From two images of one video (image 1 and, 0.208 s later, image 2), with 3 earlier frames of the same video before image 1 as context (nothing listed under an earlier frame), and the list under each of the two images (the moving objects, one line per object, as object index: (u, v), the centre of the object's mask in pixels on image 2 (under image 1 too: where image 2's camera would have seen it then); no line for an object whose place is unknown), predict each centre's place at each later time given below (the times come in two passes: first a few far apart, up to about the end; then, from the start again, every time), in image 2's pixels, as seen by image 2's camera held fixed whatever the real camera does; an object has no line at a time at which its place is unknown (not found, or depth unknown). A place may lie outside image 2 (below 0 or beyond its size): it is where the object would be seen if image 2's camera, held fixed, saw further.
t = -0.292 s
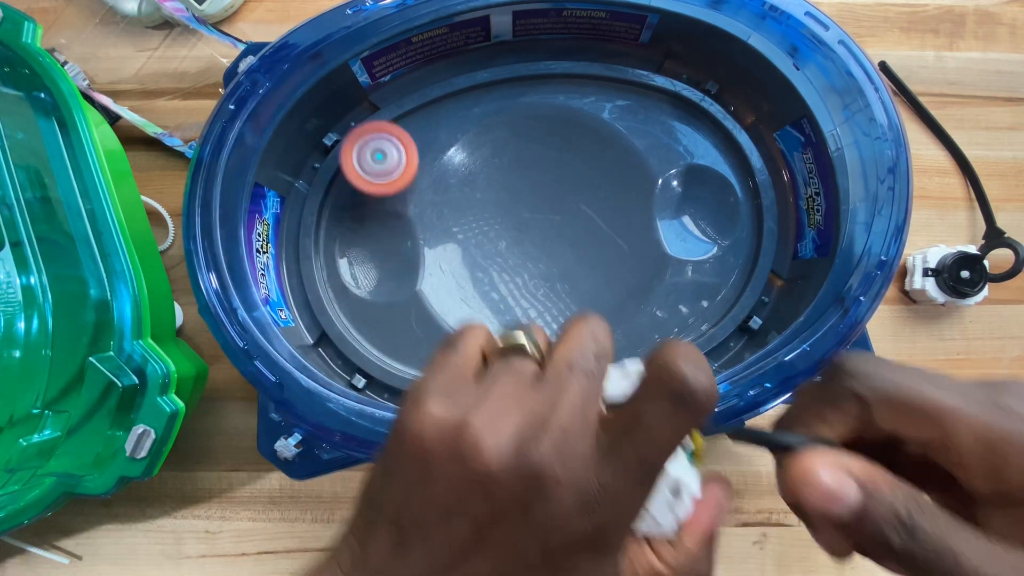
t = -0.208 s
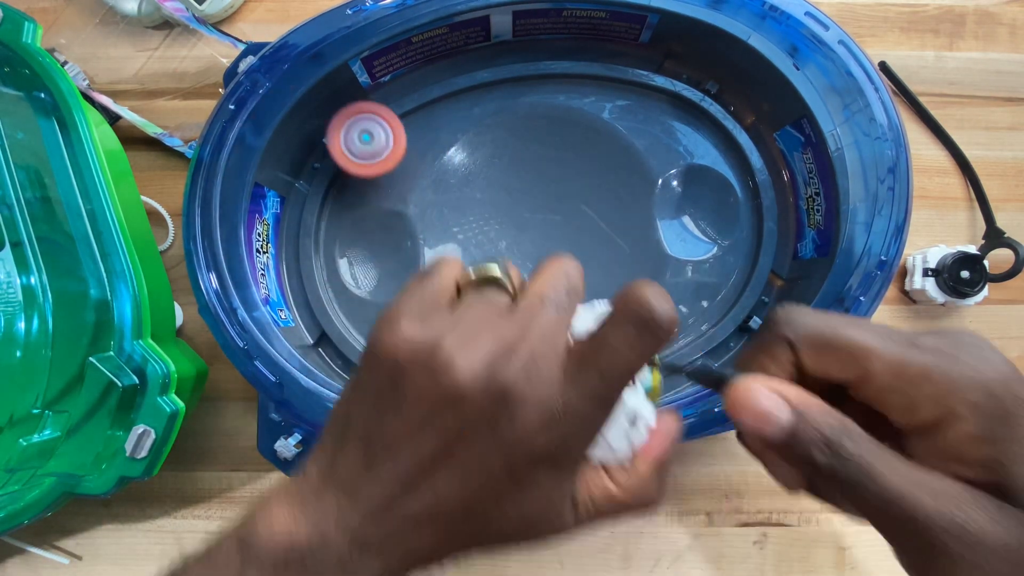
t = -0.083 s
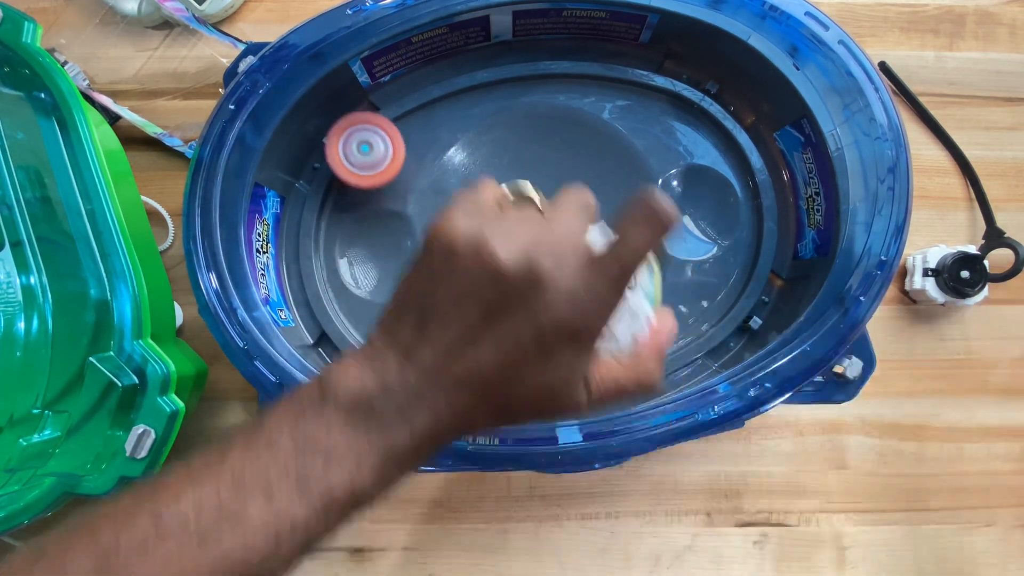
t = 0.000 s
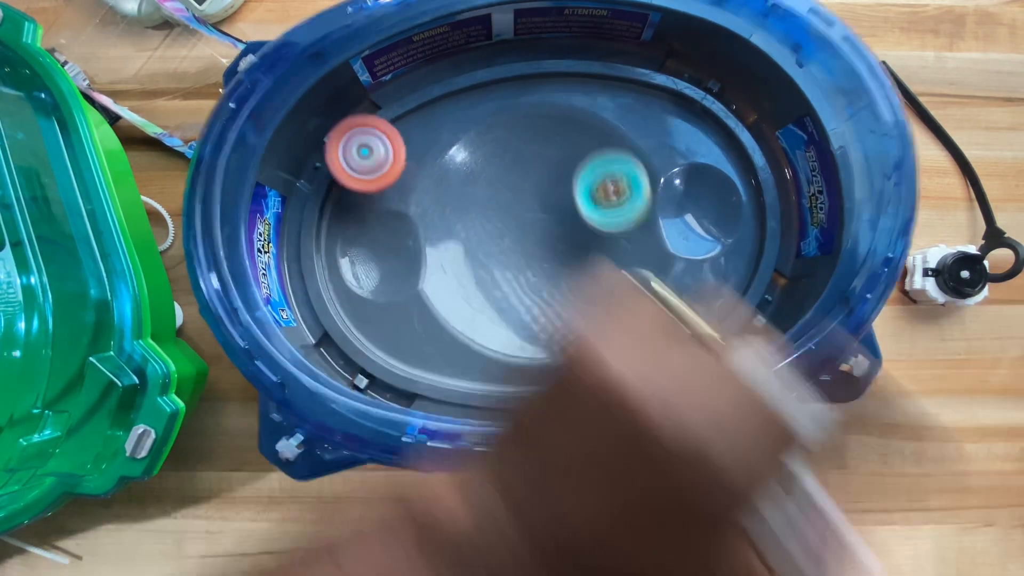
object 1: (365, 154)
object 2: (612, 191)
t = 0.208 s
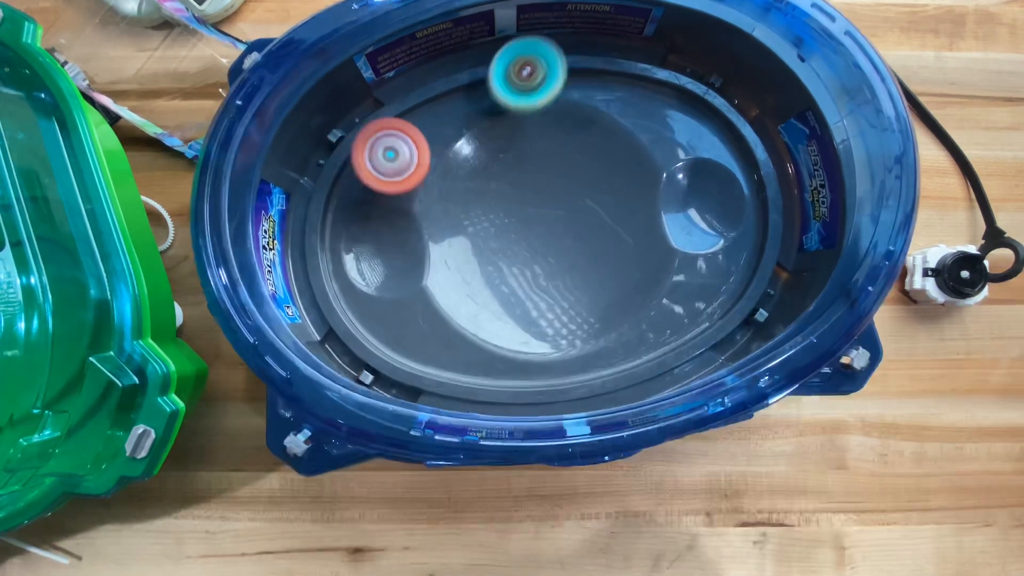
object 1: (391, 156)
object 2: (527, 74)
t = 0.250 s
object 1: (399, 157)
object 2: (510, 101)
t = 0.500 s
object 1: (489, 185)
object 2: (513, 357)
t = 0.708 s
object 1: (610, 230)
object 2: (590, 329)
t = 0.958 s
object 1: (655, 82)
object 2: (575, 247)
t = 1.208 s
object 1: (651, 110)
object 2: (511, 157)
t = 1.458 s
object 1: (698, 126)
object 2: (507, 231)
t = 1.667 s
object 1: (747, 134)
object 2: (557, 291)
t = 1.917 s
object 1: (753, 163)
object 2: (555, 187)
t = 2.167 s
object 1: (758, 177)
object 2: (486, 165)
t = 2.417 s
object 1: (645, 213)
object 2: (513, 279)
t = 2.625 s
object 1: (594, 158)
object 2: (498, 350)
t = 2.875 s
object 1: (489, 205)
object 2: (415, 357)
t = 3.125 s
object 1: (543, 319)
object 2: (370, 324)
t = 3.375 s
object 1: (640, 226)
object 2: (344, 291)
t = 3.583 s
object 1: (539, 147)
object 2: (369, 251)
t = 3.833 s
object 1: (510, 216)
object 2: (361, 255)
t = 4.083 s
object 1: (582, 238)
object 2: (419, 228)
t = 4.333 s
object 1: (637, 167)
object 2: (453, 204)
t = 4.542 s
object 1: (749, 202)
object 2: (386, 249)
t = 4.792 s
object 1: (671, 207)
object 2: (385, 236)
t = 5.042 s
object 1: (577, 176)
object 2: (391, 238)
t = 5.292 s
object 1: (481, 263)
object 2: (392, 234)
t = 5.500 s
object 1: (516, 290)
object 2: (384, 234)
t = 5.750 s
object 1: (571, 224)
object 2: (392, 231)
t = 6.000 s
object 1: (532, 188)
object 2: (396, 249)
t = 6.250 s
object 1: (491, 221)
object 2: (411, 241)
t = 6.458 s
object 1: (576, 223)
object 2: (434, 278)
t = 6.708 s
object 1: (620, 194)
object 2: (578, 261)
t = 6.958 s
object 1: (585, 153)
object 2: (544, 265)
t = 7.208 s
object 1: (539, 230)
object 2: (513, 292)
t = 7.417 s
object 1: (574, 251)
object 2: (541, 303)
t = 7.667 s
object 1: (599, 246)
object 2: (510, 259)
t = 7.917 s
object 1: (528, 243)
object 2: (501, 179)
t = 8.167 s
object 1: (493, 223)
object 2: (549, 183)
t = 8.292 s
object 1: (504, 216)
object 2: (580, 210)
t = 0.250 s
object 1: (399, 157)
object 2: (510, 101)
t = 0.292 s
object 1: (409, 155)
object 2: (495, 137)
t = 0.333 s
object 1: (420, 152)
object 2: (485, 179)
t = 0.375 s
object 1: (430, 150)
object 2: (480, 226)
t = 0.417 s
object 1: (445, 155)
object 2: (483, 274)
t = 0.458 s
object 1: (465, 167)
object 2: (494, 320)
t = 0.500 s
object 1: (489, 185)
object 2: (513, 357)
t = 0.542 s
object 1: (513, 205)
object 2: (531, 375)
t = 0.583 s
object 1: (538, 226)
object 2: (551, 361)
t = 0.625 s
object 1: (561, 242)
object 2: (568, 343)
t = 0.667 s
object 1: (583, 253)
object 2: (585, 319)
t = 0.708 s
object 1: (610, 230)
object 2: (590, 329)
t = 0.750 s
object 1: (632, 199)
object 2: (592, 333)
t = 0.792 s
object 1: (646, 170)
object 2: (590, 327)
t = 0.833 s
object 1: (652, 143)
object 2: (587, 314)
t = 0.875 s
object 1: (651, 121)
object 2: (583, 295)
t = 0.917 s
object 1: (652, 101)
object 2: (579, 271)
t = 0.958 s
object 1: (655, 82)
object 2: (575, 247)
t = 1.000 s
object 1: (656, 79)
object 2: (567, 225)
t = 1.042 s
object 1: (653, 87)
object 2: (556, 204)
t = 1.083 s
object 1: (650, 94)
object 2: (544, 186)
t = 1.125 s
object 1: (649, 99)
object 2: (533, 171)
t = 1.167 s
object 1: (649, 105)
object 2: (521, 161)
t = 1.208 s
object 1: (651, 110)
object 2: (511, 157)
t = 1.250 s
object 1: (655, 115)
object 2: (503, 158)
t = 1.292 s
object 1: (661, 119)
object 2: (499, 165)
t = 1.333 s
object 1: (668, 121)
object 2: (497, 176)
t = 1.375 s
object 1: (677, 123)
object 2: (497, 192)
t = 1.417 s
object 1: (687, 125)
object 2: (501, 210)
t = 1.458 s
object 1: (698, 126)
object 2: (507, 231)
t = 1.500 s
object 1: (708, 127)
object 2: (515, 251)
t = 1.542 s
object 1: (718, 128)
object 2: (524, 271)
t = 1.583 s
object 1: (730, 130)
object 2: (534, 285)
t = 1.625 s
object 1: (741, 132)
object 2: (545, 293)
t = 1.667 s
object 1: (747, 134)
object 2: (557, 291)
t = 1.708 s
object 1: (744, 139)
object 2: (567, 282)
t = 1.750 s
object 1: (742, 142)
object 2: (574, 268)
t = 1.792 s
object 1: (741, 146)
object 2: (575, 250)
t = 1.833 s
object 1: (744, 151)
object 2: (573, 229)
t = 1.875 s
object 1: (748, 158)
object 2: (565, 207)
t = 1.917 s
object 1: (753, 163)
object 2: (555, 187)
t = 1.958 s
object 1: (757, 167)
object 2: (542, 169)
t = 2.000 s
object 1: (761, 171)
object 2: (528, 156)
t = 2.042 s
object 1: (764, 174)
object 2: (514, 149)
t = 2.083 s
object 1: (763, 174)
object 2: (502, 149)
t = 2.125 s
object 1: (760, 174)
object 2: (493, 154)
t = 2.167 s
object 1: (758, 177)
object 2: (486, 165)
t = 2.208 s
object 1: (752, 179)
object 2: (482, 181)
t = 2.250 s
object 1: (735, 181)
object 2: (482, 201)
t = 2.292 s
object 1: (711, 185)
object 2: (485, 223)
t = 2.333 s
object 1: (686, 191)
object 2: (489, 246)
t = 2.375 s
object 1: (667, 201)
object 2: (498, 265)
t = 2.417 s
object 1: (645, 213)
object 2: (513, 279)
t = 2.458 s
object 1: (620, 224)
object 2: (532, 286)
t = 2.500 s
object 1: (594, 228)
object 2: (546, 290)
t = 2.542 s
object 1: (601, 200)
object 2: (526, 319)
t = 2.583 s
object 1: (601, 176)
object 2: (510, 338)
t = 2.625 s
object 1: (594, 158)
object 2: (498, 350)
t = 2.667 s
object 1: (581, 147)
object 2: (487, 357)
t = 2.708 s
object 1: (563, 144)
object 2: (474, 362)
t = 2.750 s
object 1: (541, 149)
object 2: (458, 362)
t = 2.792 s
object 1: (520, 162)
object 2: (440, 361)
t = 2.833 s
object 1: (502, 182)
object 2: (425, 359)
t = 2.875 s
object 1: (489, 205)
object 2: (415, 357)
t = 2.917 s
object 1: (482, 230)
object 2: (412, 355)
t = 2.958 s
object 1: (482, 256)
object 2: (408, 351)
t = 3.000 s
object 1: (488, 279)
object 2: (403, 346)
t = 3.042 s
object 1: (502, 298)
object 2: (394, 339)
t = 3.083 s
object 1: (520, 312)
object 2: (383, 331)
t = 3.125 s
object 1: (543, 319)
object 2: (370, 324)
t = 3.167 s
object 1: (568, 319)
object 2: (356, 315)
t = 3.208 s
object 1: (592, 312)
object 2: (345, 309)
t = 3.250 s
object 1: (614, 298)
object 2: (342, 304)
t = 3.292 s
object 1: (630, 278)
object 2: (345, 301)
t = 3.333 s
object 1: (639, 253)
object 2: (346, 297)
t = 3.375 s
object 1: (640, 226)
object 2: (344, 291)
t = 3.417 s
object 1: (633, 199)
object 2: (341, 282)
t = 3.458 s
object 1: (617, 176)
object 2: (337, 271)
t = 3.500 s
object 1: (595, 159)
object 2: (339, 264)
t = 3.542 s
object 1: (568, 149)
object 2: (350, 257)
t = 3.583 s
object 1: (539, 147)
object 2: (369, 251)
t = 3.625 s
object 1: (510, 152)
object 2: (389, 245)
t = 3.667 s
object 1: (485, 164)
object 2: (405, 236)
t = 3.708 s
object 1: (466, 181)
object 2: (411, 228)
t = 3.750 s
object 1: (478, 190)
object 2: (391, 237)
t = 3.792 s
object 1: (493, 202)
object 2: (375, 248)
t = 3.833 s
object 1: (510, 216)
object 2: (361, 255)
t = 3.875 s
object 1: (526, 230)
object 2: (357, 259)
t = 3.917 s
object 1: (540, 241)
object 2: (363, 262)
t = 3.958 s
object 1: (553, 247)
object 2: (378, 263)
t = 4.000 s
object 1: (565, 248)
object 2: (396, 257)
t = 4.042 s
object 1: (574, 245)
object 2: (410, 244)
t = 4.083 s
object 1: (582, 238)
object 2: (419, 228)
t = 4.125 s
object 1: (586, 227)
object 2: (428, 215)
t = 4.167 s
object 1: (585, 215)
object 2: (444, 207)
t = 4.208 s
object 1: (581, 201)
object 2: (465, 202)
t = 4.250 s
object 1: (573, 190)
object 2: (491, 199)
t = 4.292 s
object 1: (598, 178)
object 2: (481, 200)
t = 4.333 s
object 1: (637, 167)
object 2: (453, 204)
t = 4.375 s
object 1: (670, 161)
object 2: (433, 210)
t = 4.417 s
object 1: (696, 160)
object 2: (422, 219)
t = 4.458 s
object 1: (720, 168)
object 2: (413, 230)
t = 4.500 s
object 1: (739, 183)
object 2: (400, 241)
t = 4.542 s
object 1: (749, 202)
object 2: (386, 249)
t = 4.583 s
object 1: (748, 218)
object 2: (374, 253)
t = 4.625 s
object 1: (738, 231)
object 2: (369, 251)
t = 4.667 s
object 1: (722, 236)
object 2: (370, 249)
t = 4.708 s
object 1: (702, 232)
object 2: (375, 247)
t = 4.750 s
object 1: (684, 222)
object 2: (380, 242)
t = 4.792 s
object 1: (671, 207)
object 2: (385, 236)
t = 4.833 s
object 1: (663, 194)
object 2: (390, 231)
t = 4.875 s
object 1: (653, 184)
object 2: (392, 228)
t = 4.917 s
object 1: (639, 177)
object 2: (394, 228)
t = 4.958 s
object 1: (621, 173)
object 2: (394, 230)
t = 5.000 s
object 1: (600, 172)
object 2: (393, 234)
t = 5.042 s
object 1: (577, 176)
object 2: (391, 238)
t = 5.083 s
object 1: (554, 185)
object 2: (389, 241)
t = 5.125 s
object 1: (533, 199)
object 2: (388, 242)
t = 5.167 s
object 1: (514, 215)
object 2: (389, 241)
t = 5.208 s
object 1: (498, 232)
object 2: (390, 239)
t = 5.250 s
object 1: (487, 248)
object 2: (391, 236)
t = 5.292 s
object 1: (481, 263)
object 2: (392, 234)
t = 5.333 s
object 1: (481, 276)
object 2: (392, 232)
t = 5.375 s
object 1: (485, 286)
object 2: (391, 231)
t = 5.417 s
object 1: (493, 291)
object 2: (389, 232)
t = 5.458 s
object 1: (503, 293)
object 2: (387, 233)
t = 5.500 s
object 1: (516, 290)
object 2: (384, 234)
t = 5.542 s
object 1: (529, 285)
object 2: (385, 235)
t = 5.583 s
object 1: (541, 276)
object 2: (388, 235)
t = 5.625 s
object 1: (553, 264)
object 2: (390, 235)
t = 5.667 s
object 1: (562, 251)
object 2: (392, 234)
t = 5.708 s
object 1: (568, 238)
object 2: (393, 232)
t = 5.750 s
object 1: (571, 224)
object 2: (392, 231)
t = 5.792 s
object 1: (570, 212)
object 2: (391, 232)
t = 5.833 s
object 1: (566, 202)
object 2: (389, 233)
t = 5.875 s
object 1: (559, 194)
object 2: (388, 237)
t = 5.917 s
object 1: (551, 189)
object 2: (390, 242)
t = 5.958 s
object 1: (542, 187)
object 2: (393, 246)
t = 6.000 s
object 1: (532, 188)
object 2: (396, 249)
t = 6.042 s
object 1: (523, 191)
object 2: (399, 249)
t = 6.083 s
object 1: (513, 195)
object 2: (401, 248)
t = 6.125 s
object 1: (505, 201)
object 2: (403, 245)
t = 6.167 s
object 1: (498, 207)
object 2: (404, 242)
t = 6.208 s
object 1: (493, 214)
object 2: (407, 240)
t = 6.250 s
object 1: (491, 221)
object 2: (411, 241)
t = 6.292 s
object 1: (490, 227)
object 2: (418, 246)
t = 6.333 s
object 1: (498, 231)
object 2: (425, 252)
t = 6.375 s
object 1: (525, 231)
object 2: (419, 262)
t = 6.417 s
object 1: (552, 228)
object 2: (422, 271)
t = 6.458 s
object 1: (576, 223)
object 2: (434, 278)
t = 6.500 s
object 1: (596, 218)
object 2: (453, 283)
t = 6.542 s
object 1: (612, 212)
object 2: (477, 285)
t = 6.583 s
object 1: (622, 207)
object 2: (506, 282)
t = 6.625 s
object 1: (627, 202)
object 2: (532, 276)
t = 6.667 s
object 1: (626, 197)
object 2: (558, 269)
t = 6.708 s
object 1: (620, 194)
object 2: (578, 261)
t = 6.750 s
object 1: (619, 181)
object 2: (580, 263)
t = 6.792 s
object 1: (619, 166)
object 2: (575, 264)
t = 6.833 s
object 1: (615, 155)
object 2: (569, 264)
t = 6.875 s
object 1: (608, 149)
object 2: (561, 263)
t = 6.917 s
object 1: (598, 148)
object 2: (553, 264)
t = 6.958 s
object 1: (585, 153)
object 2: (544, 265)
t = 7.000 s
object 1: (572, 162)
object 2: (537, 266)
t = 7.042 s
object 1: (560, 175)
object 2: (531, 268)
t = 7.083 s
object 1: (549, 190)
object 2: (525, 271)
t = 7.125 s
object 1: (540, 207)
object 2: (522, 274)
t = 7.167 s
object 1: (536, 220)
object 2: (519, 278)
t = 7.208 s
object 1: (539, 230)
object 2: (513, 292)
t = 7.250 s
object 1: (544, 236)
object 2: (511, 302)
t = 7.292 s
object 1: (551, 242)
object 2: (515, 307)
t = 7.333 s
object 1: (558, 247)
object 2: (523, 309)
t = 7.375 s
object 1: (565, 250)
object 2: (534, 307)
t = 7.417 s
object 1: (574, 251)
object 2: (541, 303)
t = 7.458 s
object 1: (589, 251)
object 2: (535, 300)
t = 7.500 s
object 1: (600, 248)
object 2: (529, 295)
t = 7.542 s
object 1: (607, 246)
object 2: (524, 288)
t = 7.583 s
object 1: (609, 245)
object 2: (518, 280)
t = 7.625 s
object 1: (605, 245)
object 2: (514, 270)
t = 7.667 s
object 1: (599, 246)
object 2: (510, 259)
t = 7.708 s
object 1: (589, 246)
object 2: (508, 246)
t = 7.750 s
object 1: (576, 246)
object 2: (508, 234)
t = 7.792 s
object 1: (564, 246)
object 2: (505, 219)
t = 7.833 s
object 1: (552, 246)
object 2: (502, 203)
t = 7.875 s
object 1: (540, 245)
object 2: (500, 190)
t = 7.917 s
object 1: (528, 243)
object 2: (501, 179)
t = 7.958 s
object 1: (518, 240)
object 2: (504, 172)
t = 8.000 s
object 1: (509, 236)
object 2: (509, 169)
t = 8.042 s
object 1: (503, 232)
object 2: (516, 169)
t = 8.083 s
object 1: (498, 228)
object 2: (526, 172)
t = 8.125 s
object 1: (495, 225)
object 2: (537, 176)
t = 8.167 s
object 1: (493, 223)
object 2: (549, 183)
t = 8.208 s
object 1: (495, 221)
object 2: (561, 191)
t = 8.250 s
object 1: (498, 219)
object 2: (572, 200)
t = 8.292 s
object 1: (504, 216)
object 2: (580, 210)
